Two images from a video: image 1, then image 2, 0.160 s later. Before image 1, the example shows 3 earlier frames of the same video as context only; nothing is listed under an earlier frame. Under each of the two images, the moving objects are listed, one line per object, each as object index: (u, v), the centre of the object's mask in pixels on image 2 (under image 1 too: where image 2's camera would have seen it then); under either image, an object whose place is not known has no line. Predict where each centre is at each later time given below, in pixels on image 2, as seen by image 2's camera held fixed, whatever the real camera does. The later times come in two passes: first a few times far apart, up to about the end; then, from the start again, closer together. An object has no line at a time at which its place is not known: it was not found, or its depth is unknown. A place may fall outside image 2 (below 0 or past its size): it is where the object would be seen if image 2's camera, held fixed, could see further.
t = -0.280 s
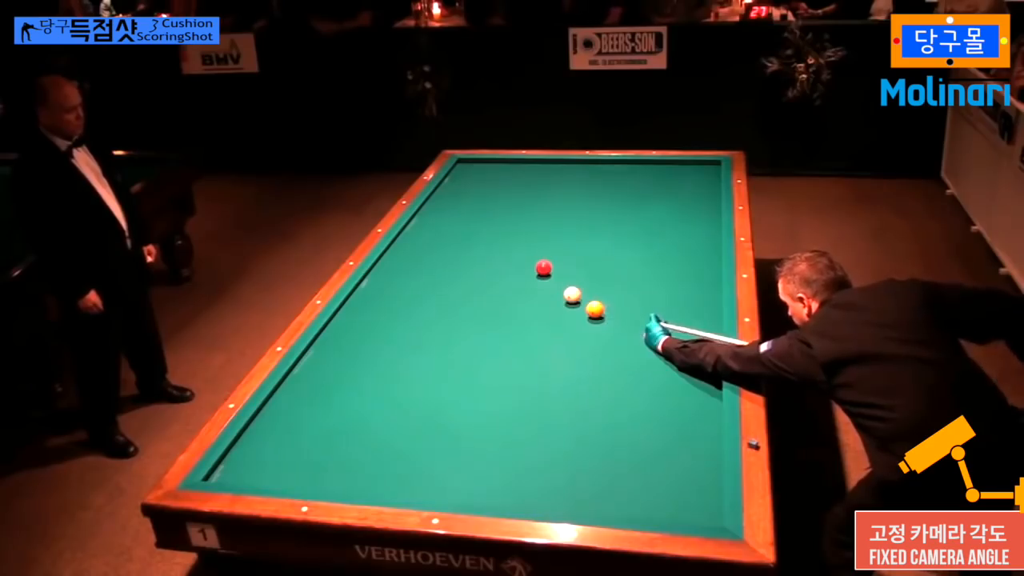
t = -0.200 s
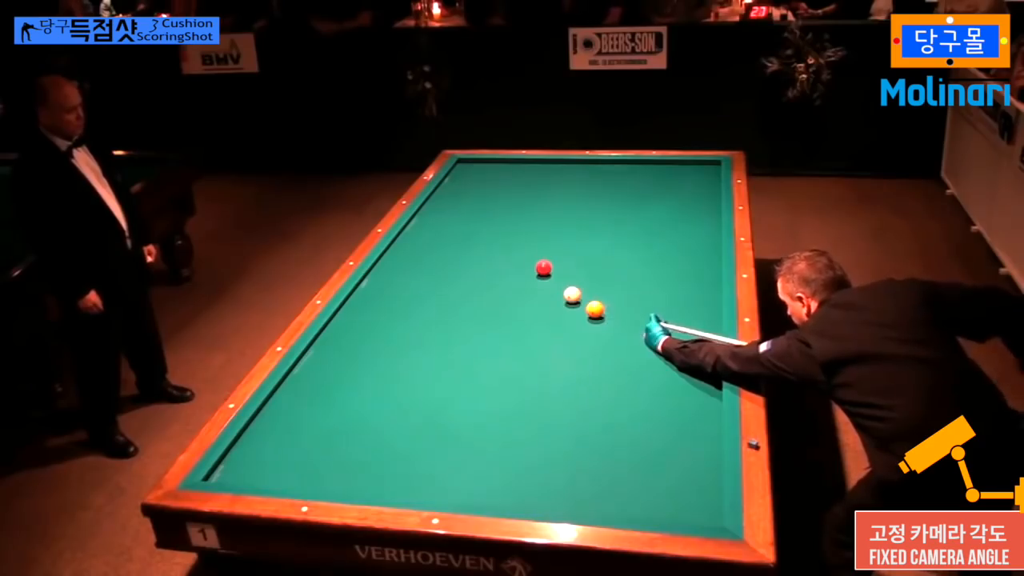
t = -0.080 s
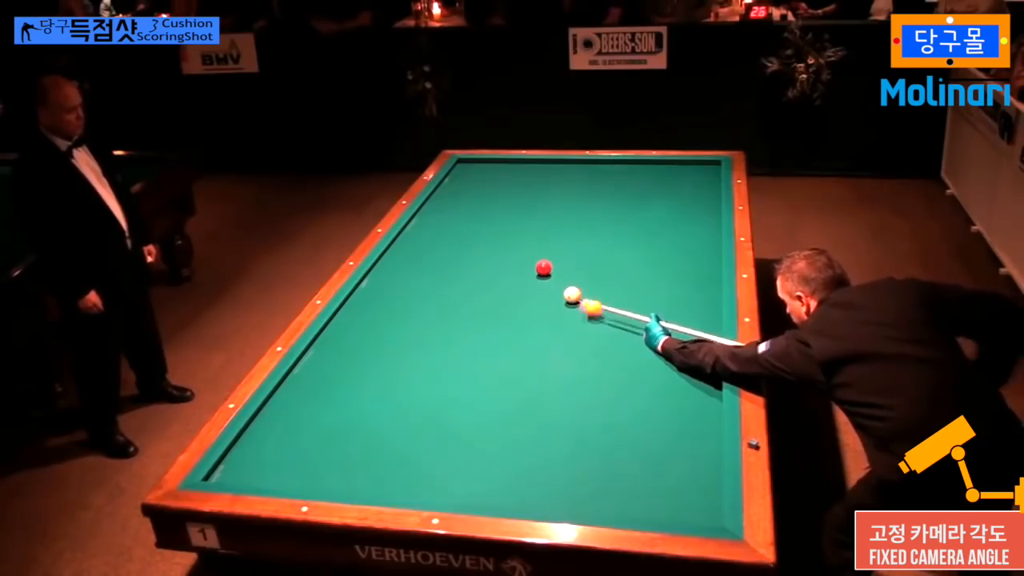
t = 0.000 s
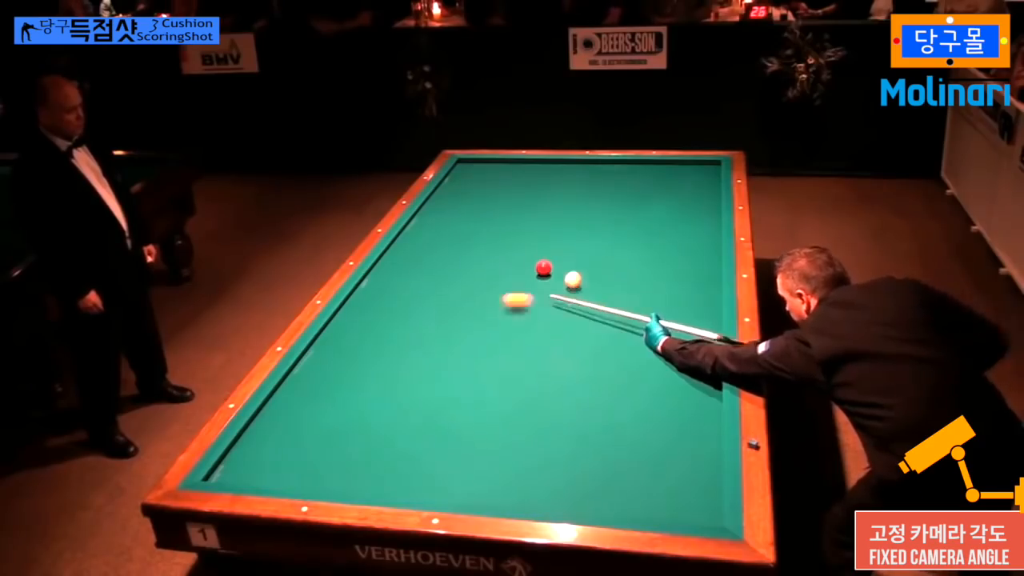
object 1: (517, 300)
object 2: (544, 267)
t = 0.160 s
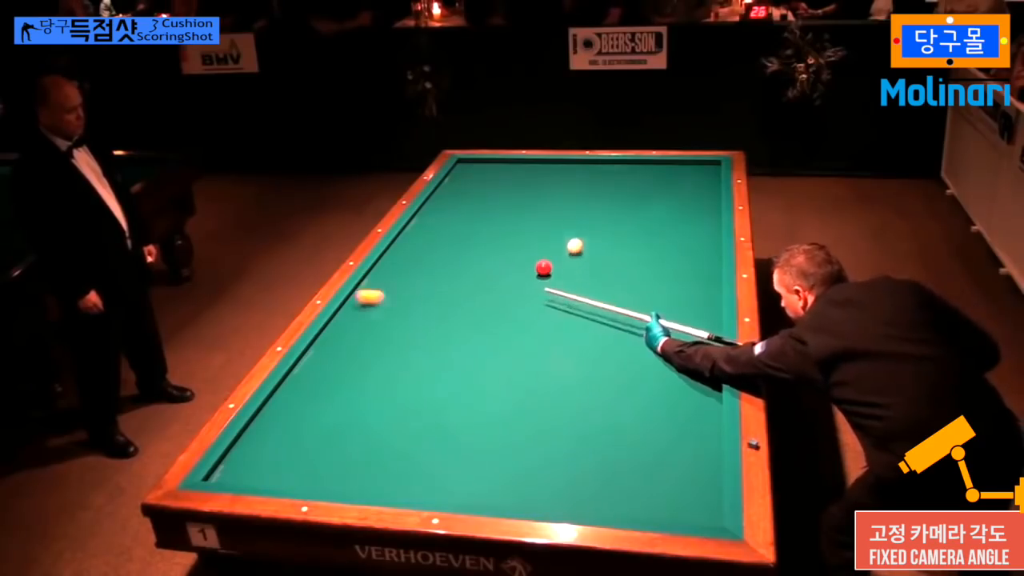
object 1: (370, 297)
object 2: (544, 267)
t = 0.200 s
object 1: (367, 296)
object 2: (544, 267)
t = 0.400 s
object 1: (524, 301)
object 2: (544, 267)
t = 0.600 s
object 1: (676, 303)
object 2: (544, 267)
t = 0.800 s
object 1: (639, 300)
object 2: (544, 267)
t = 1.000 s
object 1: (553, 294)
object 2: (544, 267)
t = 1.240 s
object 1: (468, 287)
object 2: (544, 267)
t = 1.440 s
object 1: (401, 281)
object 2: (544, 267)
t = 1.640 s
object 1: (393, 279)
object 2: (544, 267)
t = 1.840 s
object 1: (438, 279)
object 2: (544, 267)
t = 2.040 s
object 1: (476, 279)
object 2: (544, 267)
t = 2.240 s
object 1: (514, 279)
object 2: (544, 267)
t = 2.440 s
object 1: (553, 279)
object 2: (543, 267)
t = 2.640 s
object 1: (591, 280)
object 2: (544, 267)
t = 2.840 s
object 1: (629, 280)
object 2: (544, 267)
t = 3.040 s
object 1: (668, 280)
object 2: (544, 267)
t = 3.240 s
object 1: (705, 281)
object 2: (544, 267)
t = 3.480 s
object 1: (692, 279)
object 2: (544, 267)
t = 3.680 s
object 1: (670, 278)
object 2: (544, 267)
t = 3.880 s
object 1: (650, 277)
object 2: (544, 267)
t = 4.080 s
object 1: (631, 276)
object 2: (544, 267)
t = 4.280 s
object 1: (612, 275)
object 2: (544, 267)
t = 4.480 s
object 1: (594, 274)
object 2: (544, 267)
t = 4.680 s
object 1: (576, 274)
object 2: (544, 267)
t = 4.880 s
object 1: (560, 273)
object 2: (543, 267)
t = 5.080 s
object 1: (550, 274)
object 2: (538, 265)
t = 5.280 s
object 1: (542, 276)
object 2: (532, 263)
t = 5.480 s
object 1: (535, 277)
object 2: (527, 262)
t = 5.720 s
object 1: (527, 279)
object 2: (521, 260)
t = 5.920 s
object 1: (520, 280)
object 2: (516, 258)
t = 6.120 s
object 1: (515, 282)
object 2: (512, 257)
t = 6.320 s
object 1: (509, 283)
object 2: (508, 255)
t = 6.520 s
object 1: (504, 285)
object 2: (504, 254)
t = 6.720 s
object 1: (499, 285)
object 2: (501, 253)
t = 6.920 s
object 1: (495, 287)
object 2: (498, 252)
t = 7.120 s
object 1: (491, 287)
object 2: (495, 251)
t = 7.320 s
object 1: (488, 288)
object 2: (493, 250)
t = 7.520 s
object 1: (485, 289)
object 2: (491, 250)
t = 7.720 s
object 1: (482, 289)
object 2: (489, 249)
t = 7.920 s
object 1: (480, 290)
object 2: (487, 249)
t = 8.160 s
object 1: (478, 290)
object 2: (486, 249)
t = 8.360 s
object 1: (477, 291)
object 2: (485, 249)
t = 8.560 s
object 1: (476, 291)
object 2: (485, 248)
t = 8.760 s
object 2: (484, 249)
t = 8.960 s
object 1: (476, 290)
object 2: (484, 248)
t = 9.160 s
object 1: (476, 291)
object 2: (484, 248)
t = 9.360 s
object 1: (476, 291)
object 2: (484, 248)
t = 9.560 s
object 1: (476, 291)
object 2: (484, 248)
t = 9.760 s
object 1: (476, 291)
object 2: (484, 248)
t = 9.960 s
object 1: (476, 290)
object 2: (484, 248)
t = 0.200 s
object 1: (367, 296)
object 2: (544, 267)
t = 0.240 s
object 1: (398, 297)
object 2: (544, 267)
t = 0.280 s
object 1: (431, 298)
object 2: (544, 267)
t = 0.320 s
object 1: (462, 299)
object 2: (544, 267)
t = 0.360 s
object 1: (493, 300)
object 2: (544, 267)
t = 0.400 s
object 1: (524, 301)
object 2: (544, 267)
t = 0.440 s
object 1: (554, 301)
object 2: (544, 267)
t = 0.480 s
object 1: (584, 302)
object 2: (544, 267)
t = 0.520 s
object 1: (616, 300)
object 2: (544, 267)
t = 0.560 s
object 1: (646, 302)
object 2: (544, 267)
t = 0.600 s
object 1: (676, 303)
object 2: (544, 267)
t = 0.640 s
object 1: (704, 303)
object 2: (544, 267)
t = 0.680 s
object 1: (702, 303)
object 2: (544, 267)
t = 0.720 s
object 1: (681, 302)
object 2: (544, 267)
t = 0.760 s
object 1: (660, 301)
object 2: (544, 267)
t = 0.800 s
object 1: (639, 300)
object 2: (544, 267)
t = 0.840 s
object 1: (620, 298)
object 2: (544, 267)
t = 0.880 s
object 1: (602, 297)
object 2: (544, 267)
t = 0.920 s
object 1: (585, 294)
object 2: (544, 267)
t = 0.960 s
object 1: (567, 295)
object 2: (544, 267)
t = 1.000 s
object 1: (553, 294)
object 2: (544, 267)
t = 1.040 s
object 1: (539, 292)
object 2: (544, 267)
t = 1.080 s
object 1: (524, 291)
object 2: (544, 267)
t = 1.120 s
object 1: (510, 290)
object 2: (544, 267)
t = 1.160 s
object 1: (496, 289)
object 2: (544, 267)
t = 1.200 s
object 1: (482, 288)
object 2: (544, 267)
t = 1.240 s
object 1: (468, 287)
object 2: (544, 267)
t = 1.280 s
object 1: (454, 285)
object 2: (544, 267)
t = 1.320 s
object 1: (441, 284)
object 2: (544, 267)
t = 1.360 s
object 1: (427, 283)
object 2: (544, 267)
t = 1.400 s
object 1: (414, 282)
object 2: (544, 267)
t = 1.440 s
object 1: (401, 281)
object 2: (544, 267)
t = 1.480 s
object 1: (388, 280)
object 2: (544, 267)
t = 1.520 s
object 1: (375, 279)
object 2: (544, 267)
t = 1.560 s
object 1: (371, 279)
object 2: (544, 267)
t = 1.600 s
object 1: (382, 279)
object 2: (544, 267)
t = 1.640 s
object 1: (393, 279)
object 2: (544, 267)
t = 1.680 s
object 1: (403, 279)
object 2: (544, 267)
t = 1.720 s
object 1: (413, 279)
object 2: (544, 267)
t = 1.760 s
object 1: (422, 279)
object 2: (544, 267)
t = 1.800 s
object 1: (430, 279)
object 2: (544, 267)
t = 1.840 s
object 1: (438, 279)
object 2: (544, 267)
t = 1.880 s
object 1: (445, 279)
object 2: (544, 267)
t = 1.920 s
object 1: (453, 279)
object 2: (544, 267)
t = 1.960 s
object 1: (461, 279)
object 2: (544, 267)
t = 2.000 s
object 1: (468, 279)
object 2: (544, 267)
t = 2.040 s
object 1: (476, 279)
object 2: (544, 267)
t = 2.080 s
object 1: (484, 279)
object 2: (544, 267)
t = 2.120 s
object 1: (491, 279)
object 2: (544, 267)
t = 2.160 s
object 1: (499, 279)
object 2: (544, 267)
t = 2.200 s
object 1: (507, 279)
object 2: (544, 267)
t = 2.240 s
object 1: (514, 279)
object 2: (544, 267)
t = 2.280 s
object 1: (522, 279)
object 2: (544, 267)
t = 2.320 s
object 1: (529, 279)
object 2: (544, 267)
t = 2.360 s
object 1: (537, 280)
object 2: (544, 266)
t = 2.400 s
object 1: (545, 279)
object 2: (544, 266)
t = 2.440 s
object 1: (553, 279)
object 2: (543, 267)
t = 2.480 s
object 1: (560, 279)
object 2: (544, 267)
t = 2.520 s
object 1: (568, 279)
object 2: (544, 267)
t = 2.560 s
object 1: (575, 279)
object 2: (544, 267)
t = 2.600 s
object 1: (583, 279)
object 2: (544, 267)
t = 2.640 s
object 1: (591, 280)
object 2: (544, 267)
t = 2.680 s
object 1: (598, 280)
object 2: (544, 267)
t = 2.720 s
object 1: (606, 280)
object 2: (544, 267)
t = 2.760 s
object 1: (614, 280)
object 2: (544, 267)
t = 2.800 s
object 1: (622, 280)
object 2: (544, 267)
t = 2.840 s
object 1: (629, 280)
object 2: (544, 267)
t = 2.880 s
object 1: (637, 280)
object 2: (544, 267)
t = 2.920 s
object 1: (645, 280)
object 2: (544, 267)
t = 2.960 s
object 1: (652, 280)
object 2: (544, 267)
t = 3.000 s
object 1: (660, 280)
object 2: (544, 267)
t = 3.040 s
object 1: (668, 280)
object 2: (544, 267)
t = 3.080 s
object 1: (675, 280)
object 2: (544, 267)
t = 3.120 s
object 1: (683, 280)
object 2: (544, 267)
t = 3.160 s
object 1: (690, 281)
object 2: (544, 267)
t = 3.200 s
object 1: (698, 280)
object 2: (544, 267)
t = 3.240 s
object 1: (705, 281)
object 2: (544, 267)
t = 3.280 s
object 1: (713, 280)
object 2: (544, 267)
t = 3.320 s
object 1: (711, 280)
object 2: (544, 267)
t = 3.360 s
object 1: (705, 280)
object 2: (544, 267)
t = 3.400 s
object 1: (700, 280)
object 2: (544, 267)
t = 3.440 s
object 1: (696, 280)
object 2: (544, 267)
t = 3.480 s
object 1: (692, 279)
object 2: (544, 267)
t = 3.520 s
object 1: (687, 279)
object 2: (544, 267)
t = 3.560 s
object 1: (683, 279)
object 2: (544, 267)
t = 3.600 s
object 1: (679, 279)
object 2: (544, 267)
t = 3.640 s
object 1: (675, 279)
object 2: (544, 267)
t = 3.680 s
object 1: (670, 278)
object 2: (544, 267)
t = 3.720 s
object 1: (666, 278)
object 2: (544, 267)
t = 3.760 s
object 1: (662, 278)
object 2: (544, 267)
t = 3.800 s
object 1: (658, 278)
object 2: (544, 267)
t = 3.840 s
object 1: (654, 278)
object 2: (544, 267)
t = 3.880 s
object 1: (650, 277)
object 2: (544, 267)
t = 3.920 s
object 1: (646, 277)
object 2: (544, 267)
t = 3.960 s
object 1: (642, 277)
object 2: (544, 267)
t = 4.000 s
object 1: (638, 277)
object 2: (544, 267)
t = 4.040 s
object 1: (634, 277)
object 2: (544, 267)
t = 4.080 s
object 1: (631, 276)
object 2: (544, 267)
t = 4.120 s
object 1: (627, 276)
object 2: (544, 267)
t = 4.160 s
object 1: (623, 276)
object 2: (544, 267)
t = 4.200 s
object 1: (619, 276)
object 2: (544, 267)
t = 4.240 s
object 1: (616, 275)
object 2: (544, 267)
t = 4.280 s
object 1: (612, 275)
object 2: (544, 267)
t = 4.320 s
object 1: (608, 275)
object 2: (544, 267)
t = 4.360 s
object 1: (605, 275)
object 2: (544, 267)
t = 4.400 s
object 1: (601, 275)
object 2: (544, 267)
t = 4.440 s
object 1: (597, 274)
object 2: (544, 267)
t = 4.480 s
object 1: (594, 274)
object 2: (544, 267)
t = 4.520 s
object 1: (590, 274)
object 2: (544, 267)
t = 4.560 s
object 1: (586, 274)
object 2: (544, 267)
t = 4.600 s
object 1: (583, 274)
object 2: (544, 267)
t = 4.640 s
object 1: (580, 274)
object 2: (544, 267)
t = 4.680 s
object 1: (576, 274)
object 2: (544, 267)
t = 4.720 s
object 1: (573, 273)
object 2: (544, 267)
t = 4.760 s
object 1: (570, 273)
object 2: (544, 267)
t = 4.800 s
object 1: (566, 273)
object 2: (544, 267)
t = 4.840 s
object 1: (563, 273)
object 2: (543, 267)
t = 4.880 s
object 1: (560, 273)
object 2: (543, 267)
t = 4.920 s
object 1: (557, 273)
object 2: (543, 267)
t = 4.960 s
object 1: (554, 273)
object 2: (542, 266)
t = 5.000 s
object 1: (553, 273)
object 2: (540, 266)
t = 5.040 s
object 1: (551, 274)
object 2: (539, 266)
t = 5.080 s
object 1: (550, 274)
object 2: (538, 265)
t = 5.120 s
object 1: (548, 274)
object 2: (537, 265)
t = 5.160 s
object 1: (547, 274)
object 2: (535, 265)
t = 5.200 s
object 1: (545, 275)
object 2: (534, 264)
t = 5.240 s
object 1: (544, 275)
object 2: (533, 264)
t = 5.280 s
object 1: (542, 276)
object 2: (532, 263)
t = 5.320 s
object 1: (541, 276)
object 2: (531, 263)
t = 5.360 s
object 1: (539, 276)
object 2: (530, 263)
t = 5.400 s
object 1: (538, 277)
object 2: (529, 263)
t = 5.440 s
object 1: (536, 277)
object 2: (528, 262)
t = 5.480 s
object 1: (535, 277)
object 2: (527, 262)
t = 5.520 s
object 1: (533, 278)
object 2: (526, 262)
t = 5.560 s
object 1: (532, 278)
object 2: (525, 261)
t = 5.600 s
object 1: (531, 278)
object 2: (524, 261)
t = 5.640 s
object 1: (529, 279)
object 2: (523, 261)
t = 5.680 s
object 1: (528, 279)
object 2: (522, 260)
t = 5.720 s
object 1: (527, 279)
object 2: (521, 260)
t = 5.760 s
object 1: (525, 280)
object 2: (520, 260)
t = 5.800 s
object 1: (524, 280)
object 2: (519, 259)
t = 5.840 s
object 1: (523, 280)
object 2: (518, 259)
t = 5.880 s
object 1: (522, 280)
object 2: (517, 258)
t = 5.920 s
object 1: (520, 280)
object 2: (516, 258)
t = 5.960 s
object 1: (519, 281)
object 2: (515, 258)
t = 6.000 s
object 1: (518, 281)
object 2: (514, 258)
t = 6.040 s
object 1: (517, 281)
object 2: (513, 257)
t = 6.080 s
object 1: (516, 282)
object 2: (513, 257)
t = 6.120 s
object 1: (515, 282)
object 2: (512, 257)
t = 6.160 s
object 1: (513, 282)
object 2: (511, 256)
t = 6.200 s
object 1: (512, 282)
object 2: (510, 256)
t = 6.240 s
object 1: (511, 283)
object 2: (509, 256)
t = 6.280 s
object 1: (510, 283)
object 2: (509, 256)
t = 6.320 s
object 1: (509, 283)
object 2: (508, 255)
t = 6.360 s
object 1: (508, 283)
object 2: (507, 255)
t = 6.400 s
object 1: (507, 284)
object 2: (506, 255)
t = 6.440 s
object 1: (506, 284)
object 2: (505, 255)
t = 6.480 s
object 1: (505, 284)
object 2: (504, 254)
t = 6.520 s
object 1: (504, 285)
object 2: (504, 254)
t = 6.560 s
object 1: (503, 285)
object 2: (503, 254)
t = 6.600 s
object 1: (502, 285)
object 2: (503, 254)
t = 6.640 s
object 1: (501, 285)
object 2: (502, 254)
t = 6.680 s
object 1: (500, 285)
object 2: (501, 253)
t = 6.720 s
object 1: (499, 285)
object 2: (501, 253)
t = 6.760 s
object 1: (498, 286)
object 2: (500, 253)
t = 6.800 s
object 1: (498, 286)
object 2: (500, 253)
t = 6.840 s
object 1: (497, 286)
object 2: (499, 253)
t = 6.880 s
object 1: (496, 286)
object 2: (498, 252)
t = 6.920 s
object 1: (495, 287)
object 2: (498, 252)
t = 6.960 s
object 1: (494, 287)
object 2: (497, 252)
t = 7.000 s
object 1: (493, 287)
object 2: (496, 252)
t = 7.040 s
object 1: (493, 287)
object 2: (496, 252)
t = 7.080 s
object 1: (492, 287)
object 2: (496, 251)
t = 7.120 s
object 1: (491, 287)
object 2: (495, 251)
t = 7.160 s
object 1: (491, 287)
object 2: (495, 251)
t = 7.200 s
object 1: (490, 287)
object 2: (494, 251)
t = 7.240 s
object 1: (489, 288)
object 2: (494, 251)
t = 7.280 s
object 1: (489, 288)
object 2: (493, 251)
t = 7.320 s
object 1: (488, 288)
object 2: (493, 250)
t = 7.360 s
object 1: (487, 288)
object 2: (492, 250)
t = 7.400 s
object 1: (487, 288)
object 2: (492, 250)
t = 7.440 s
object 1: (486, 288)
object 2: (491, 250)
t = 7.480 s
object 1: (486, 288)
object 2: (491, 250)
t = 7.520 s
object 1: (485, 289)
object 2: (491, 250)
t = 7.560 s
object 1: (485, 289)
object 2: (490, 250)
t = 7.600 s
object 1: (484, 289)
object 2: (490, 250)
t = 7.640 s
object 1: (483, 289)
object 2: (489, 250)
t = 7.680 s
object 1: (483, 289)
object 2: (489, 250)
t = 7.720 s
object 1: (482, 289)
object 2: (489, 249)
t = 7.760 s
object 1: (482, 289)
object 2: (488, 250)
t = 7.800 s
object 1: (482, 289)
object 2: (488, 249)
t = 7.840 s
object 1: (481, 290)
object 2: (488, 249)
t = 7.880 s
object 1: (481, 290)
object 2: (487, 249)
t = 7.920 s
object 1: (480, 290)
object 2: (487, 249)
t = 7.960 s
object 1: (480, 290)
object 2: (487, 249)
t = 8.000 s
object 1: (480, 290)
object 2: (487, 249)
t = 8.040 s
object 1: (479, 290)
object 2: (487, 249)
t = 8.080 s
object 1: (479, 290)
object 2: (486, 249)
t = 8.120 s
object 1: (479, 290)
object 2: (486, 249)
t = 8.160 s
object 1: (478, 290)
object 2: (486, 249)
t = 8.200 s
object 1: (478, 290)
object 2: (486, 249)
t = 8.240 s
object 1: (478, 291)
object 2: (486, 249)
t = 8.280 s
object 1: (478, 290)
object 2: (486, 248)
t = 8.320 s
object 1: (477, 290)
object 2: (485, 248)
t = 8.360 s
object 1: (477, 291)
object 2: (485, 249)
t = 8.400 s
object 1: (477, 291)
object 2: (485, 249)
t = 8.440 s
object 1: (477, 291)
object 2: (485, 249)
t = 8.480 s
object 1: (477, 291)
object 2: (485, 249)
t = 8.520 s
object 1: (477, 291)
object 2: (485, 248)
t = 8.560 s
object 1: (476, 291)
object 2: (485, 248)
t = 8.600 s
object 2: (484, 248)
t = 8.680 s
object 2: (484, 246)
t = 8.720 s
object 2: (485, 248)
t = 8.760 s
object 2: (484, 249)
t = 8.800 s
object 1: (477, 290)
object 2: (484, 248)
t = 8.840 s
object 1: (476, 291)
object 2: (484, 248)
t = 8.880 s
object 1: (476, 291)
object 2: (484, 248)
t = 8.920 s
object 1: (476, 290)
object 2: (484, 248)
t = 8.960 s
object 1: (476, 290)
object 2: (484, 248)
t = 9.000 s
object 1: (477, 290)
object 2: (484, 248)
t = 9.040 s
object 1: (476, 291)
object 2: (484, 248)
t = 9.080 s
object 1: (476, 291)
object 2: (484, 248)
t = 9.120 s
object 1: (476, 291)
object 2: (484, 248)
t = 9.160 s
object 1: (476, 291)
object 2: (484, 248)
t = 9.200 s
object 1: (476, 291)
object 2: (484, 248)
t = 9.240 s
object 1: (476, 291)
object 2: (484, 248)
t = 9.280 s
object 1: (476, 291)
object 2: (484, 248)
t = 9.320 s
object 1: (476, 291)
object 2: (484, 248)
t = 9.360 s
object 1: (476, 291)
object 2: (484, 248)
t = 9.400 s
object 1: (476, 291)
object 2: (484, 248)
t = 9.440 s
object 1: (476, 291)
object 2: (484, 248)
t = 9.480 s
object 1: (476, 291)
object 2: (484, 248)
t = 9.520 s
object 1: (476, 291)
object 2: (484, 248)
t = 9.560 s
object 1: (476, 291)
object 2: (484, 248)
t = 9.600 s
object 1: (476, 291)
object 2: (484, 248)
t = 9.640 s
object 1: (476, 291)
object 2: (484, 248)
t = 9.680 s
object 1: (476, 291)
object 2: (484, 248)
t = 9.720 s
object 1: (476, 291)
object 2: (484, 248)
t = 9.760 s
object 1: (476, 291)
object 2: (484, 248)
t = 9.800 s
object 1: (476, 291)
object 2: (484, 248)
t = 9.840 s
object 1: (476, 291)
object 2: (484, 248)
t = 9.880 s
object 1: (476, 291)
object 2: (484, 248)
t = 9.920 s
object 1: (476, 291)
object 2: (484, 248)
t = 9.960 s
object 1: (476, 290)
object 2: (484, 248)
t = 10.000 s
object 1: (476, 291)
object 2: (484, 248)
